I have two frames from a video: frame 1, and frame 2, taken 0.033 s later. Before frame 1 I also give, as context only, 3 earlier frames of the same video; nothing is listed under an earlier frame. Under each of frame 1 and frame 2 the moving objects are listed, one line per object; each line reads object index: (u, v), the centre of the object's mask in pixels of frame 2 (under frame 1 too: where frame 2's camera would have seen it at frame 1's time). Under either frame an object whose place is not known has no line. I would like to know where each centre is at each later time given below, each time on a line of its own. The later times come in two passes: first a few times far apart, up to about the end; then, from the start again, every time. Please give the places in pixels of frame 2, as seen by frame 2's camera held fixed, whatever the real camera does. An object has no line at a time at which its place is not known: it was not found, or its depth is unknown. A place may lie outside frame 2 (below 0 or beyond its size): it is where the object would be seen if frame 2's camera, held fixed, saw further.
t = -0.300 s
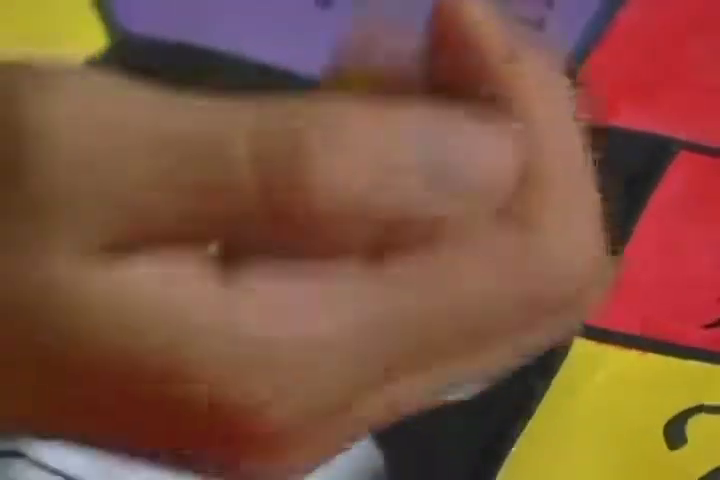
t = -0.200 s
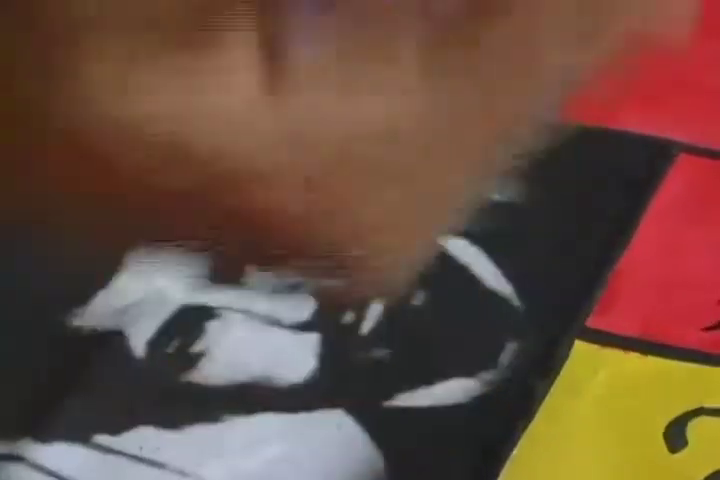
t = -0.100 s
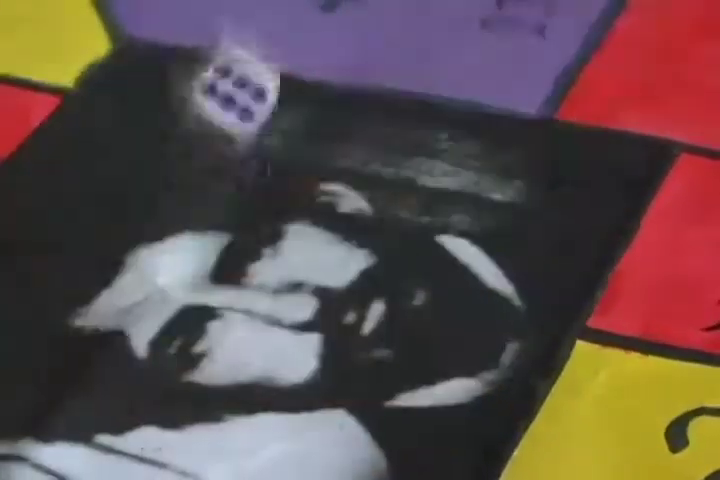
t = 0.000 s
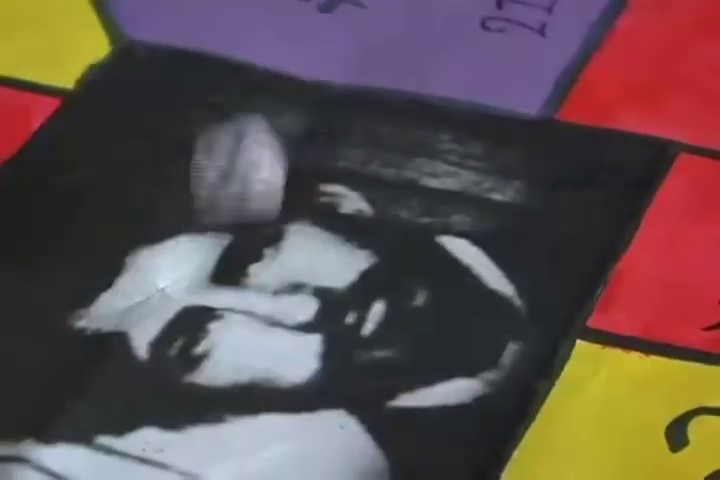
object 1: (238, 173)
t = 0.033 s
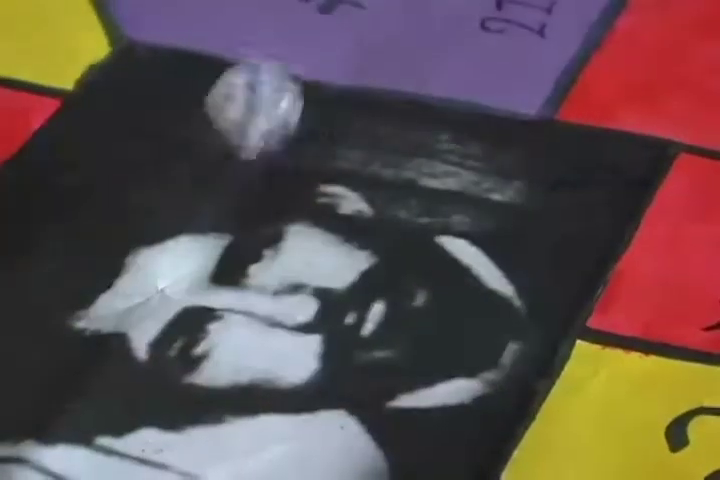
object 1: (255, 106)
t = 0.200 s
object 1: (288, 112)
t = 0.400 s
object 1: (286, 137)
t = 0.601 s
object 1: (298, 129)
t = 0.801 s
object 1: (298, 130)
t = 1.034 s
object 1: (299, 132)
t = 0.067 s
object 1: (265, 95)
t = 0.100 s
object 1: (279, 123)
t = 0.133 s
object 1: (286, 144)
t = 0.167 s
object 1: (288, 105)
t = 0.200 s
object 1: (288, 112)
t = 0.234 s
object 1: (290, 136)
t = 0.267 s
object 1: (287, 125)
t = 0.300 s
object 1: (279, 131)
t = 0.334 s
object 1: (272, 134)
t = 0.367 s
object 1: (277, 138)
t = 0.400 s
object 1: (286, 137)
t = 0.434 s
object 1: (282, 131)
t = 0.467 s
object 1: (284, 131)
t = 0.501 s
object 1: (292, 132)
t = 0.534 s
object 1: (292, 130)
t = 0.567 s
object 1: (293, 129)
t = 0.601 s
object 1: (298, 129)
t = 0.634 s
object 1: (298, 129)
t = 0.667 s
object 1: (298, 130)
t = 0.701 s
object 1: (298, 130)
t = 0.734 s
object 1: (298, 130)
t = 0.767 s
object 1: (298, 130)
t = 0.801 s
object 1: (298, 130)
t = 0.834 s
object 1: (298, 130)
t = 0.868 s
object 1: (298, 131)
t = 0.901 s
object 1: (298, 131)
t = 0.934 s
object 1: (298, 131)
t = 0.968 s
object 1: (298, 132)
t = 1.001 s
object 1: (299, 132)
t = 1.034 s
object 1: (299, 132)
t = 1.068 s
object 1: (299, 132)
